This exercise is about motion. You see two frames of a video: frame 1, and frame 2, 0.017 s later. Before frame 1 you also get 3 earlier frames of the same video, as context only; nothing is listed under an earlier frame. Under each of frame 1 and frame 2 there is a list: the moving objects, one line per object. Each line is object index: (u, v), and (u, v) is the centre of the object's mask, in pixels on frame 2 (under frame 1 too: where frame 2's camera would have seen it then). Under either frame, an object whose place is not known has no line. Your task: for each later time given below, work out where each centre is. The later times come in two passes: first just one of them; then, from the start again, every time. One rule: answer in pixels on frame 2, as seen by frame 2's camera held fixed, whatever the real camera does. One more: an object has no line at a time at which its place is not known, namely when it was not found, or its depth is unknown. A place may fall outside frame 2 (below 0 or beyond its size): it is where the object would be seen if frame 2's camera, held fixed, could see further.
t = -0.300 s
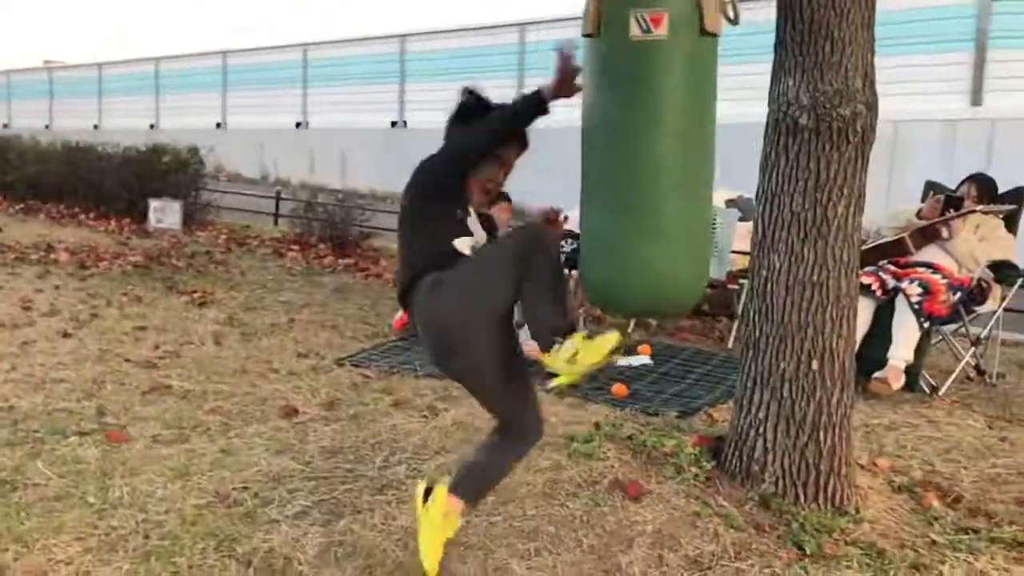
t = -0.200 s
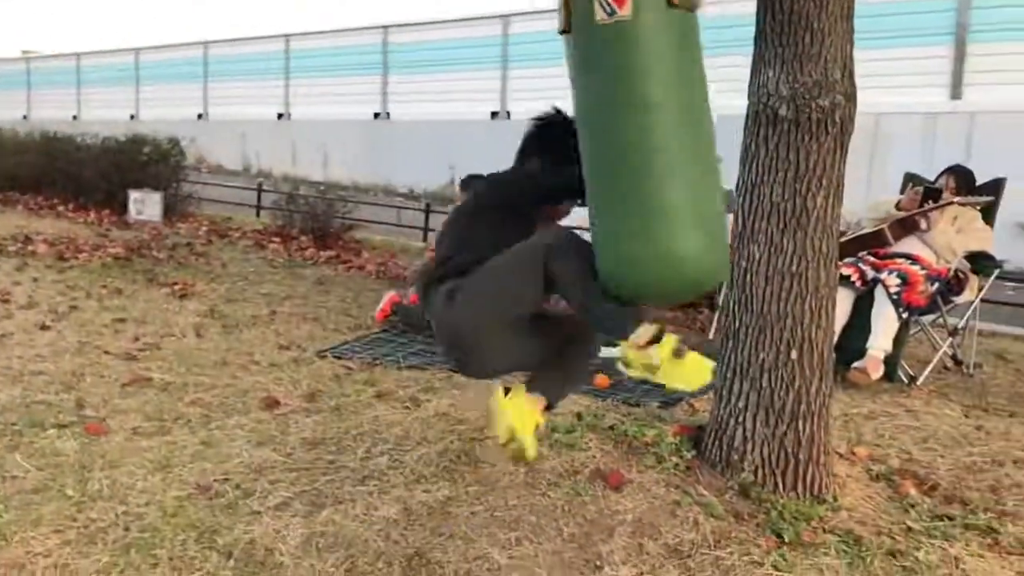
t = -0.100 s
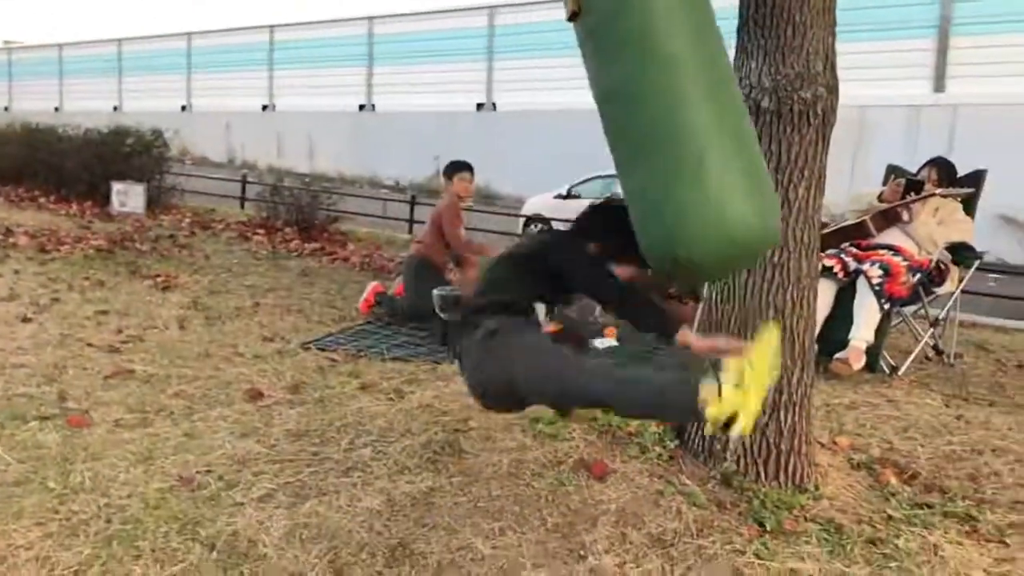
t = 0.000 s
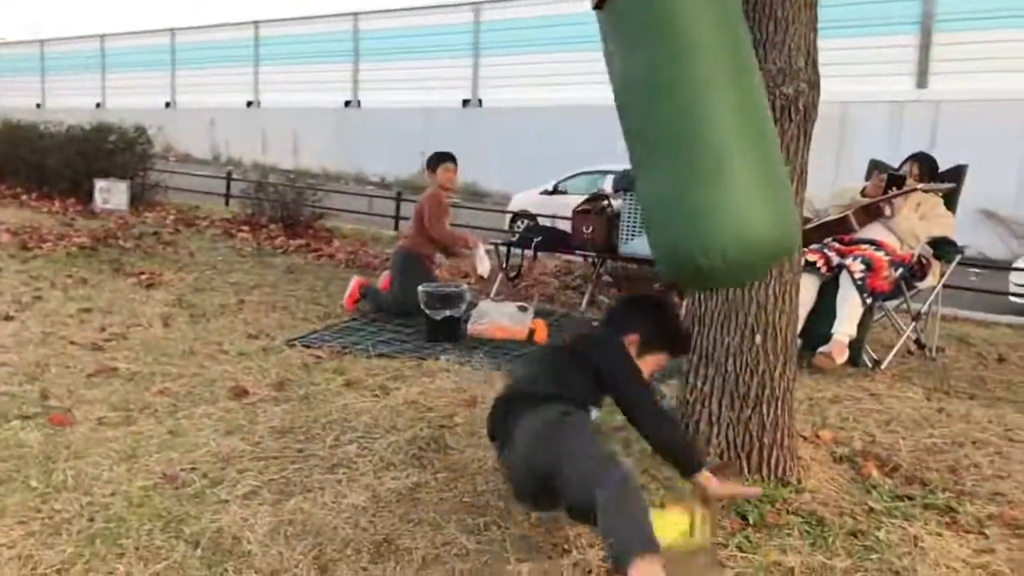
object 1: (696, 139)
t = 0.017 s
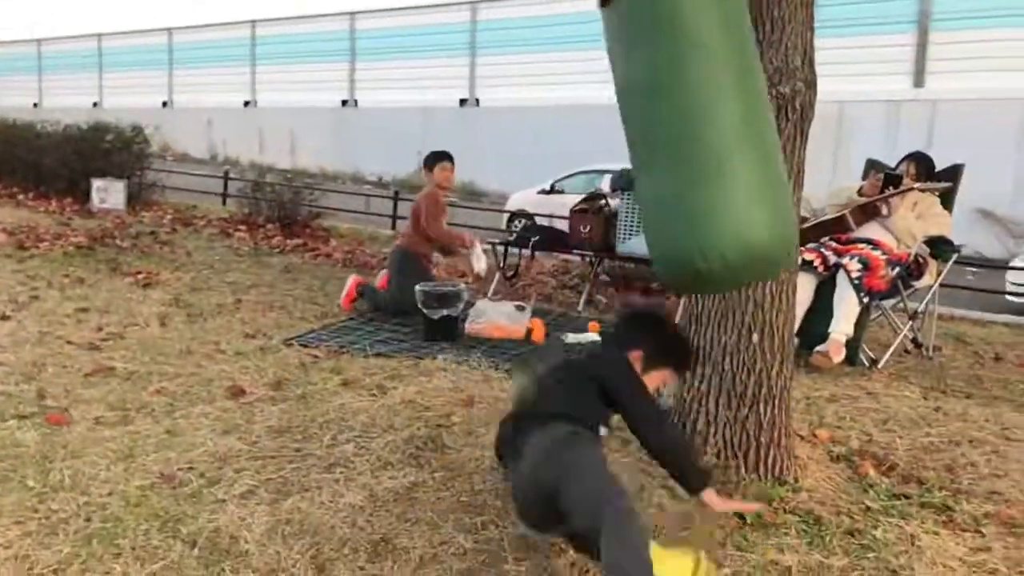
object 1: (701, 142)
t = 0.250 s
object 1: (741, 150)
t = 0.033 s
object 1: (706, 145)
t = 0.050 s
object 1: (711, 147)
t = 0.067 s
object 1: (715, 149)
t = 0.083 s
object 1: (719, 150)
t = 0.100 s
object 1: (722, 150)
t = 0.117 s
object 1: (724, 149)
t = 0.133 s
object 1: (728, 148)
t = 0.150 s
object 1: (730, 148)
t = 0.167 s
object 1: (732, 146)
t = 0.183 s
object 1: (733, 144)
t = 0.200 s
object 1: (735, 144)
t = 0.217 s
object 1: (737, 145)
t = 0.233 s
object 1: (739, 147)
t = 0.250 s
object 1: (741, 150)
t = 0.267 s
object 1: (741, 151)
